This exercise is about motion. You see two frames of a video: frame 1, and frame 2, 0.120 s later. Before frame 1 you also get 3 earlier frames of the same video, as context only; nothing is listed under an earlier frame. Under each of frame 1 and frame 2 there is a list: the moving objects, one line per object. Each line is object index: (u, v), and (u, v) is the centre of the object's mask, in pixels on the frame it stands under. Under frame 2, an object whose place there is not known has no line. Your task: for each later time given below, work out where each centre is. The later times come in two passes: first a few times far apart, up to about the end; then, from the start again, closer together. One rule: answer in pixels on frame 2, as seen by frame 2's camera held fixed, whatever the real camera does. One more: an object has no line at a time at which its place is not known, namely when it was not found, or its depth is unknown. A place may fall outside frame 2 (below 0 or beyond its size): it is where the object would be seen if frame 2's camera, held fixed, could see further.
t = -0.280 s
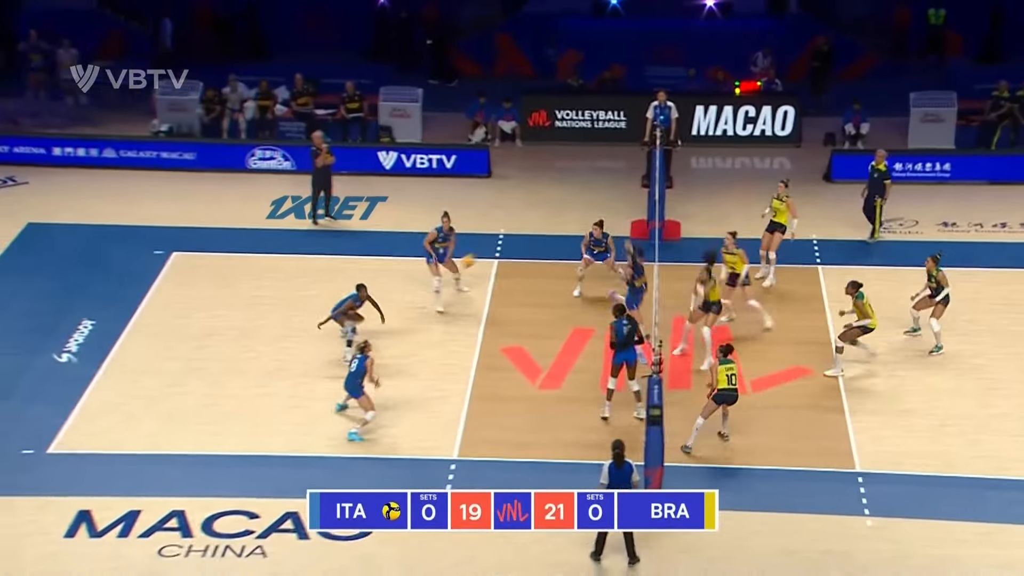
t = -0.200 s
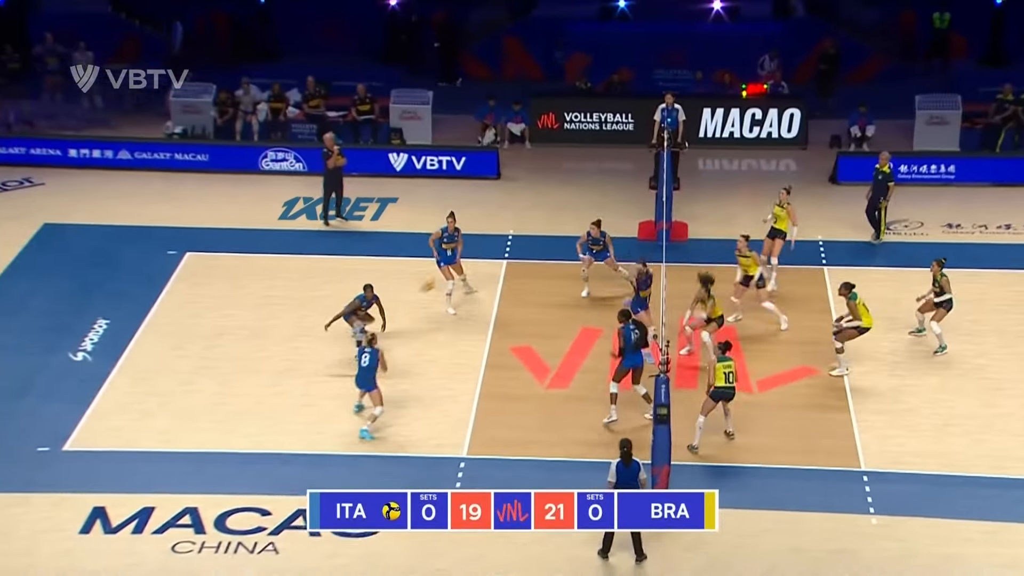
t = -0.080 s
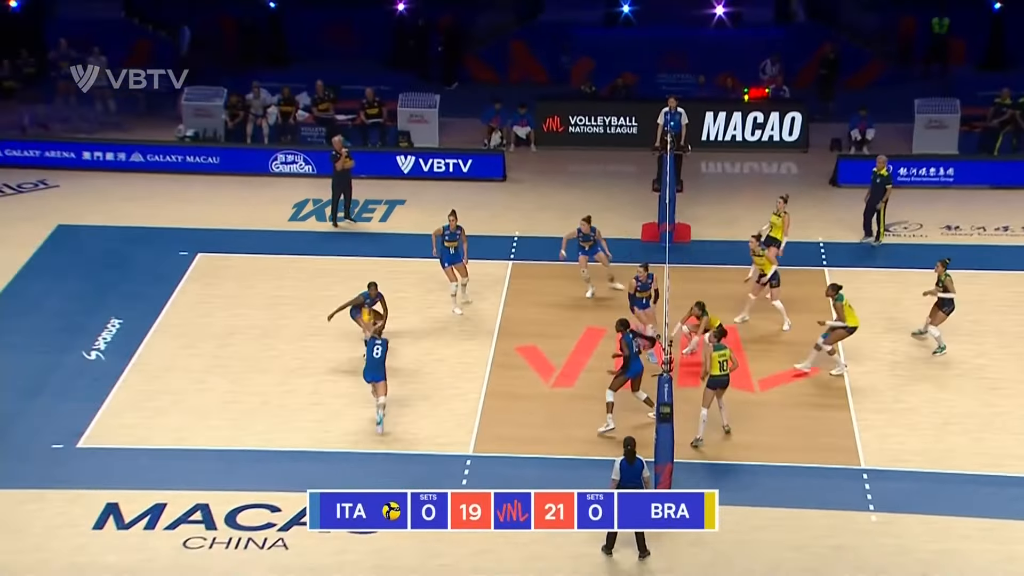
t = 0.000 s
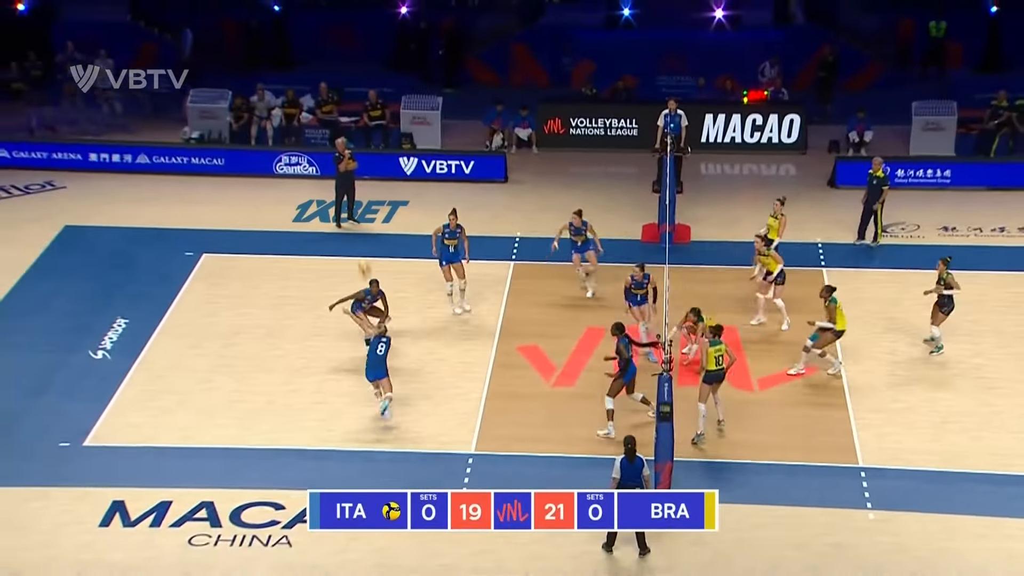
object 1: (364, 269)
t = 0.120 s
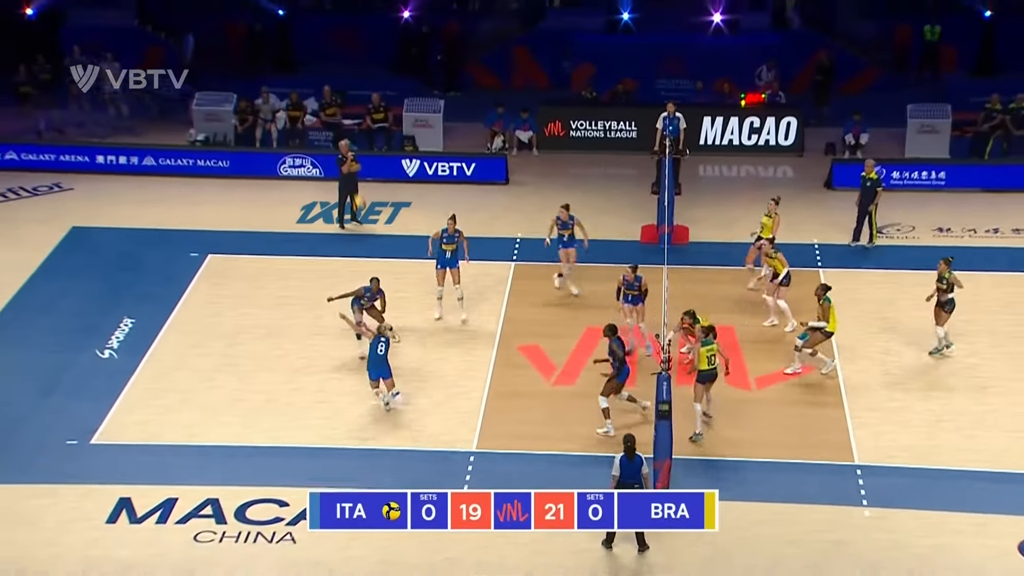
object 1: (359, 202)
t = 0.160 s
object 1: (354, 182)
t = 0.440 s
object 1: (339, 70)
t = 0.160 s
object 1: (354, 182)
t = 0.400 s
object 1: (341, 82)
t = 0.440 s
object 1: (339, 70)
